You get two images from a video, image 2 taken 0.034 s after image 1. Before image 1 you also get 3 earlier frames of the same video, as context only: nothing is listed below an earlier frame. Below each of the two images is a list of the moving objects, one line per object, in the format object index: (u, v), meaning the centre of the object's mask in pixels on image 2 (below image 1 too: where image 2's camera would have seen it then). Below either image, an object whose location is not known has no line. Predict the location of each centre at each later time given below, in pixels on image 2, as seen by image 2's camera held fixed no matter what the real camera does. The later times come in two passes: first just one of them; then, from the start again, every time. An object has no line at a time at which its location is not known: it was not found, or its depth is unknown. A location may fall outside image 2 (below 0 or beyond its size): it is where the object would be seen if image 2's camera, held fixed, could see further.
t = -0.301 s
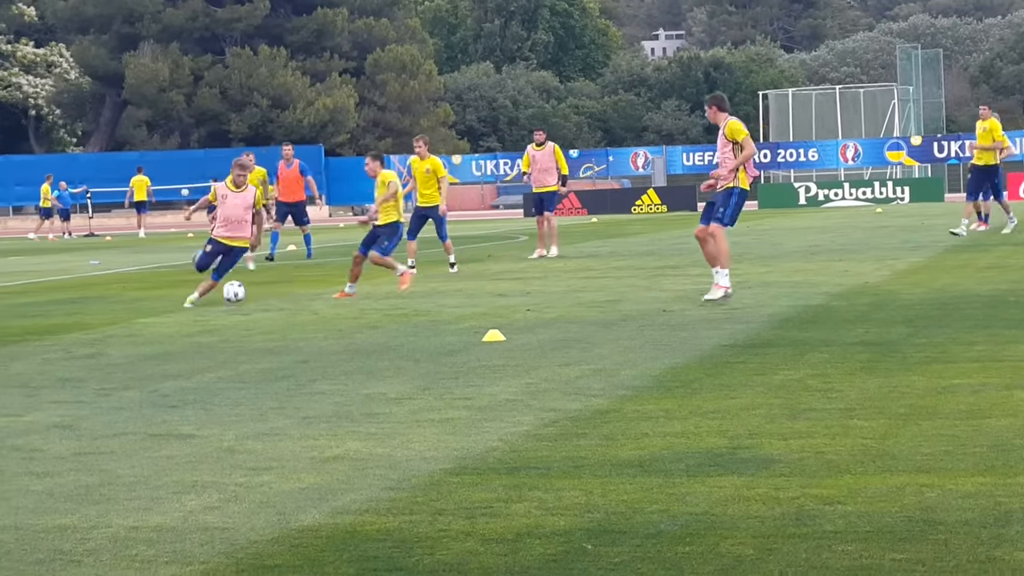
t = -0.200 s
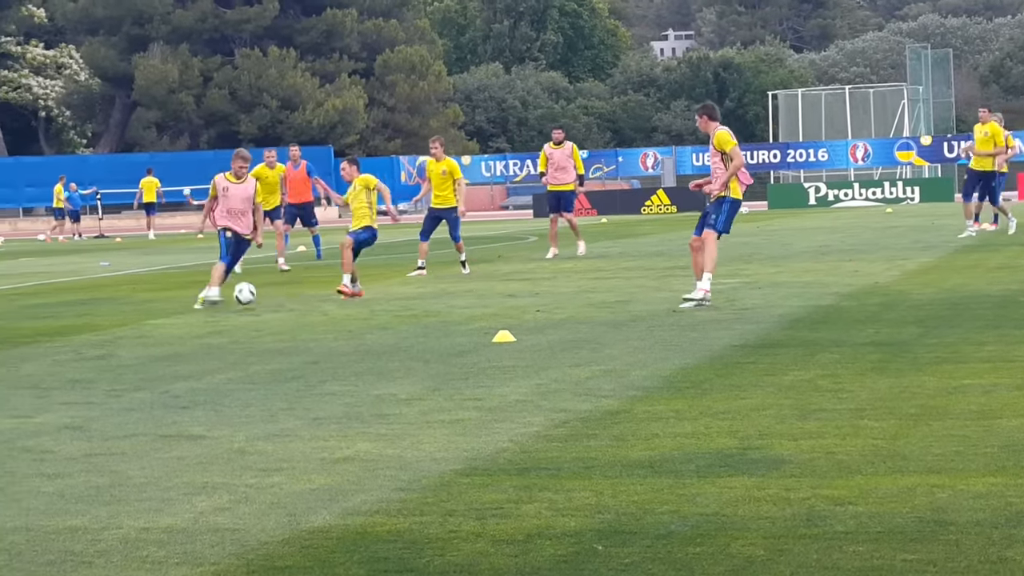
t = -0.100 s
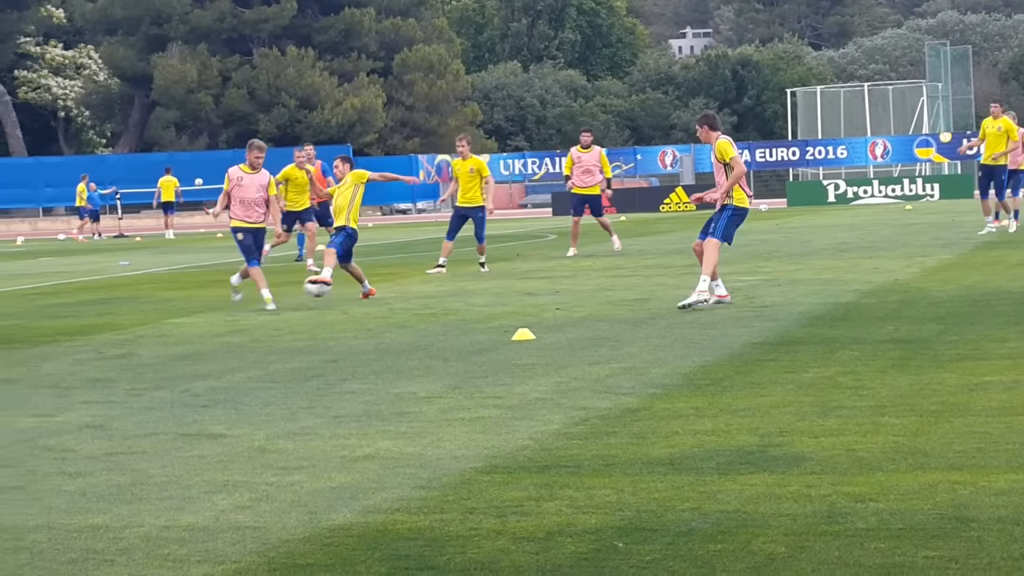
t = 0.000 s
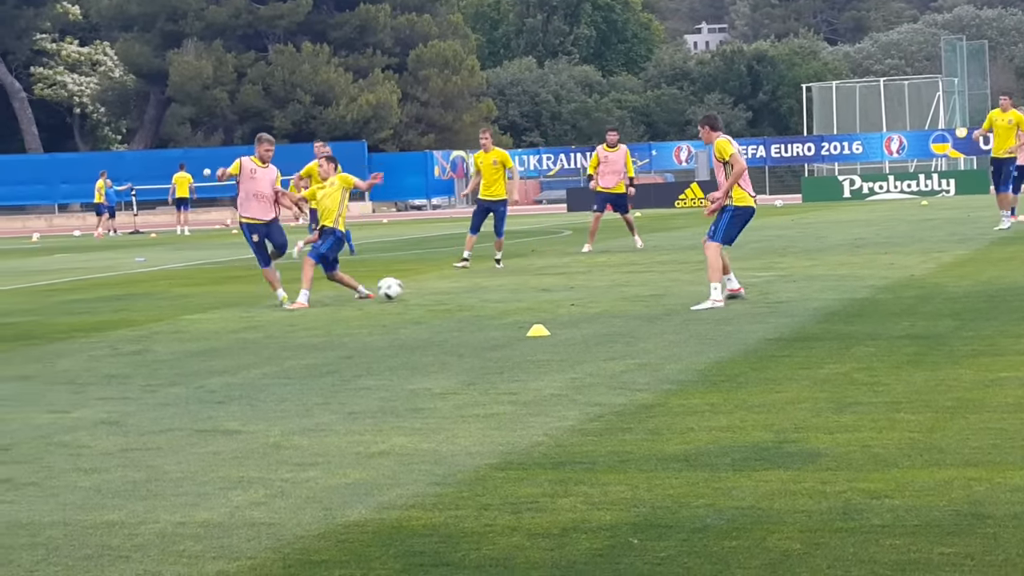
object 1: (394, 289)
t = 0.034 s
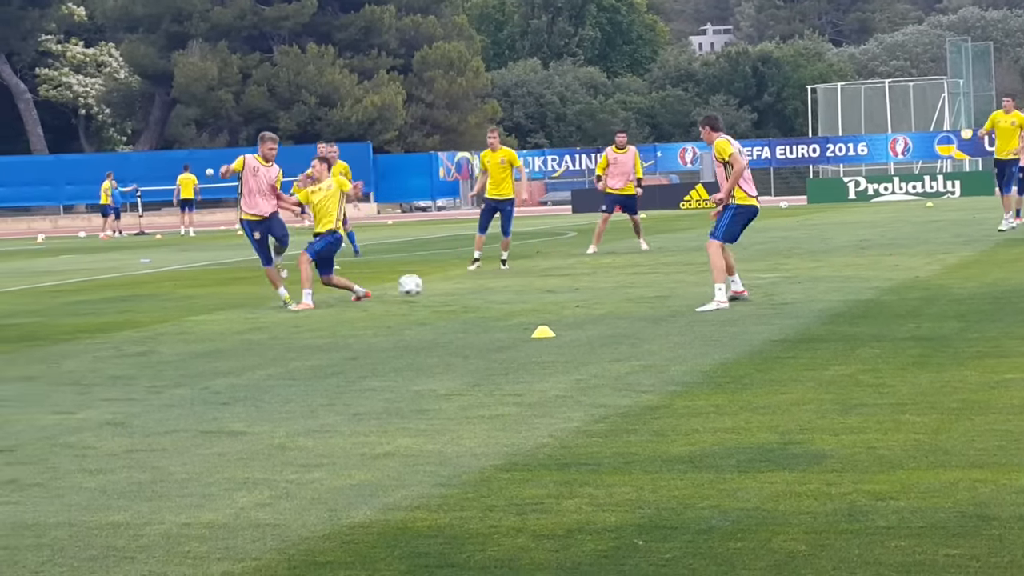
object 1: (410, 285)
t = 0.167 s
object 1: (473, 279)
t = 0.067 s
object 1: (426, 282)
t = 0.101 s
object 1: (442, 280)
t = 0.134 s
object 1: (458, 279)
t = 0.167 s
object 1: (473, 279)
